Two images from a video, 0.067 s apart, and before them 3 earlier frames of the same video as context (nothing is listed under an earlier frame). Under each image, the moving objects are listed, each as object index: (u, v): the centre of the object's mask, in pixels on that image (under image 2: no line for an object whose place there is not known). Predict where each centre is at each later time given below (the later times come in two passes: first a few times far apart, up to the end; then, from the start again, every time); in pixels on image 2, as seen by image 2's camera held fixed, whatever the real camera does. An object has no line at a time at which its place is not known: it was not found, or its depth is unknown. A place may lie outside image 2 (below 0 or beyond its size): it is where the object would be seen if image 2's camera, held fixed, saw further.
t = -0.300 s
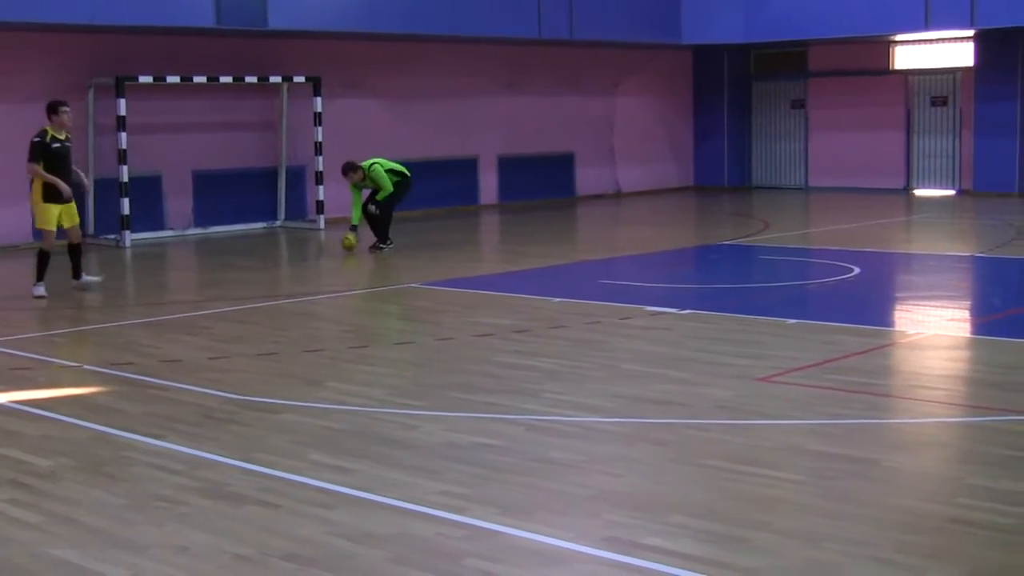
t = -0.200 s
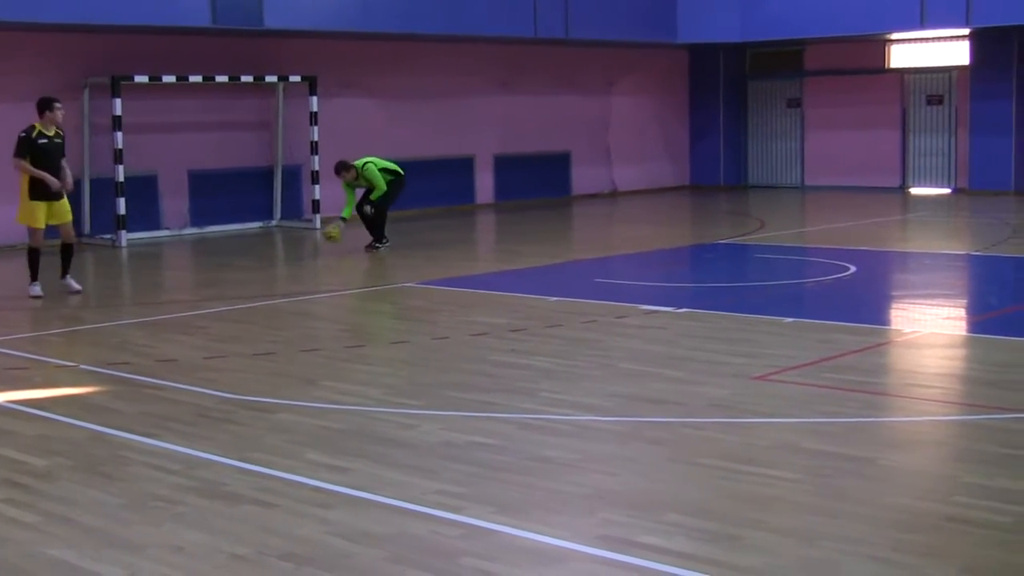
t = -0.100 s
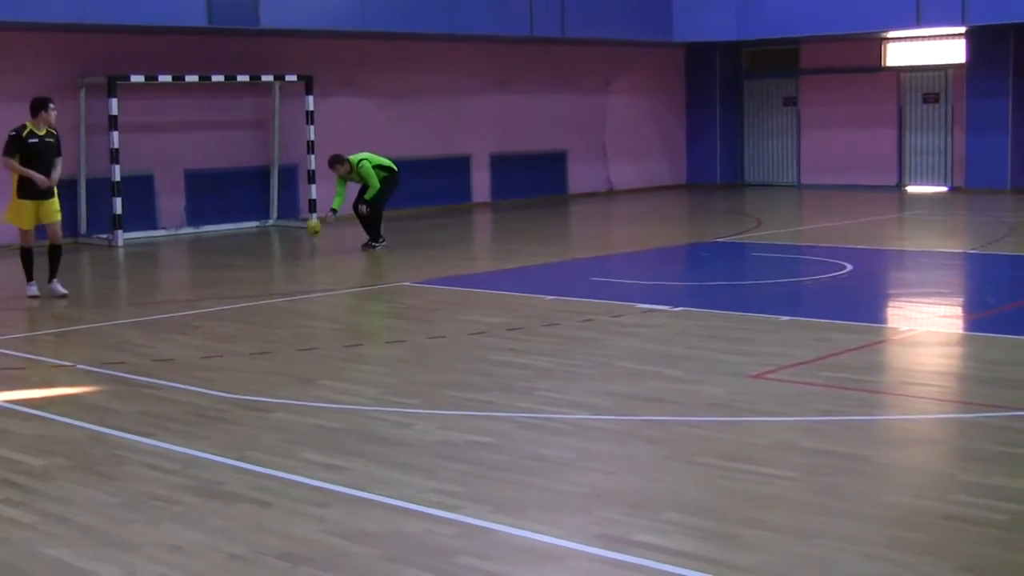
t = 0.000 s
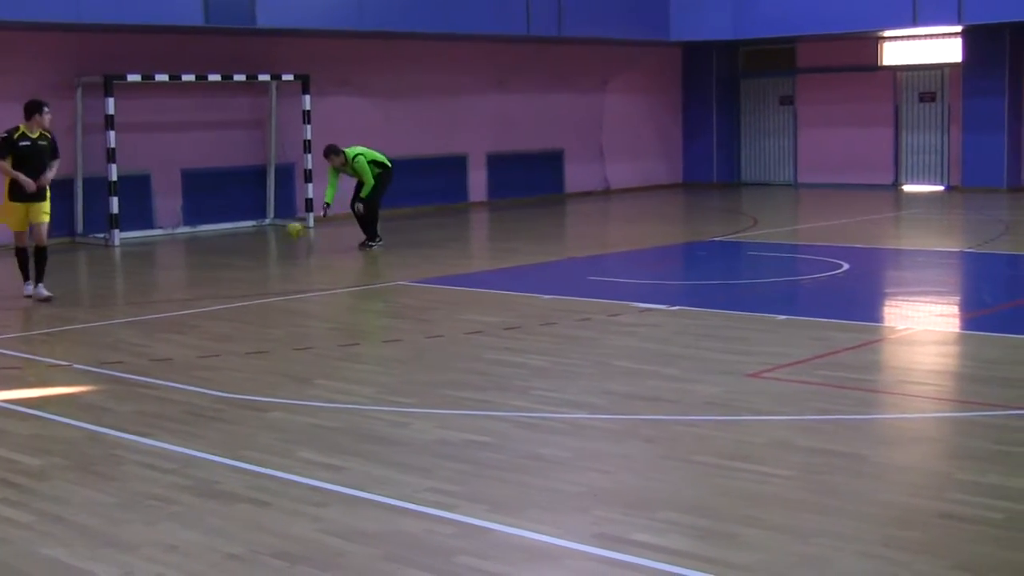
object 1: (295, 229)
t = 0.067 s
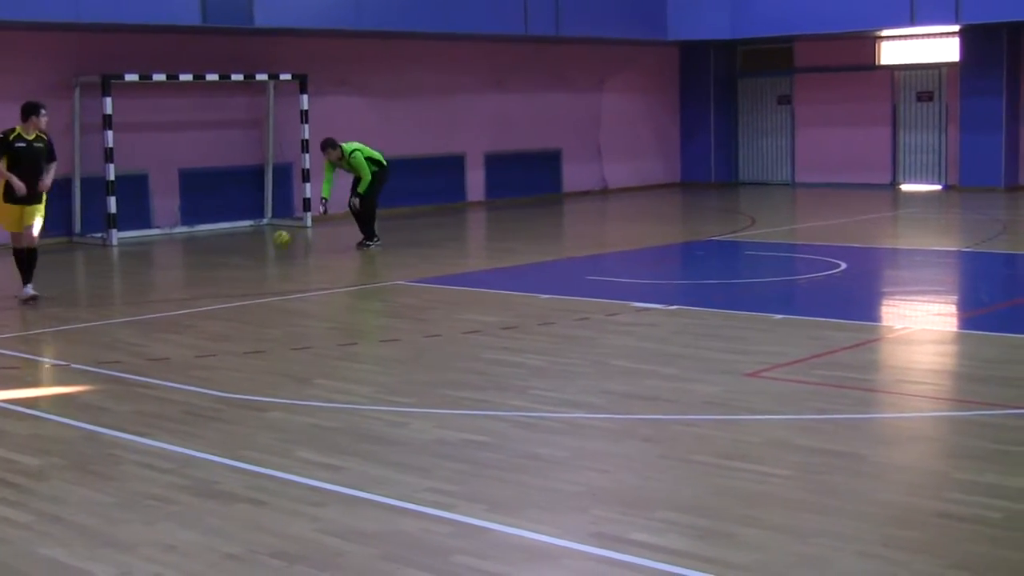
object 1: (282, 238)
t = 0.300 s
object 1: (247, 250)
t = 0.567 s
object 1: (209, 266)
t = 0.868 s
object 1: (164, 276)
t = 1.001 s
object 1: (142, 281)
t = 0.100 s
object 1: (276, 243)
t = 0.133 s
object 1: (270, 253)
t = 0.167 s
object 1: (265, 253)
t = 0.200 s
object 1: (261, 251)
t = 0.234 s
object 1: (256, 249)
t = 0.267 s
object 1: (252, 249)
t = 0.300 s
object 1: (247, 250)
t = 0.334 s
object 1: (243, 253)
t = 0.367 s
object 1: (238, 256)
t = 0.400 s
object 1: (233, 262)
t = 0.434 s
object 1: (228, 261)
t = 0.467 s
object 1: (224, 259)
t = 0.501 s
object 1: (219, 260)
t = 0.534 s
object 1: (214, 262)
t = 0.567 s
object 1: (209, 266)
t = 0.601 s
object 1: (204, 267)
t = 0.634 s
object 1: (199, 267)
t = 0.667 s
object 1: (195, 268)
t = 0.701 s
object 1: (190, 269)
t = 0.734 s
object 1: (185, 272)
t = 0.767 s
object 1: (180, 272)
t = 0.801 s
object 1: (175, 273)
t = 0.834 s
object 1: (169, 275)
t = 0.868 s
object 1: (164, 276)
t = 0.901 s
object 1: (159, 277)
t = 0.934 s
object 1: (153, 278)
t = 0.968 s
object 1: (147, 279)
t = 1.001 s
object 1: (142, 281)
